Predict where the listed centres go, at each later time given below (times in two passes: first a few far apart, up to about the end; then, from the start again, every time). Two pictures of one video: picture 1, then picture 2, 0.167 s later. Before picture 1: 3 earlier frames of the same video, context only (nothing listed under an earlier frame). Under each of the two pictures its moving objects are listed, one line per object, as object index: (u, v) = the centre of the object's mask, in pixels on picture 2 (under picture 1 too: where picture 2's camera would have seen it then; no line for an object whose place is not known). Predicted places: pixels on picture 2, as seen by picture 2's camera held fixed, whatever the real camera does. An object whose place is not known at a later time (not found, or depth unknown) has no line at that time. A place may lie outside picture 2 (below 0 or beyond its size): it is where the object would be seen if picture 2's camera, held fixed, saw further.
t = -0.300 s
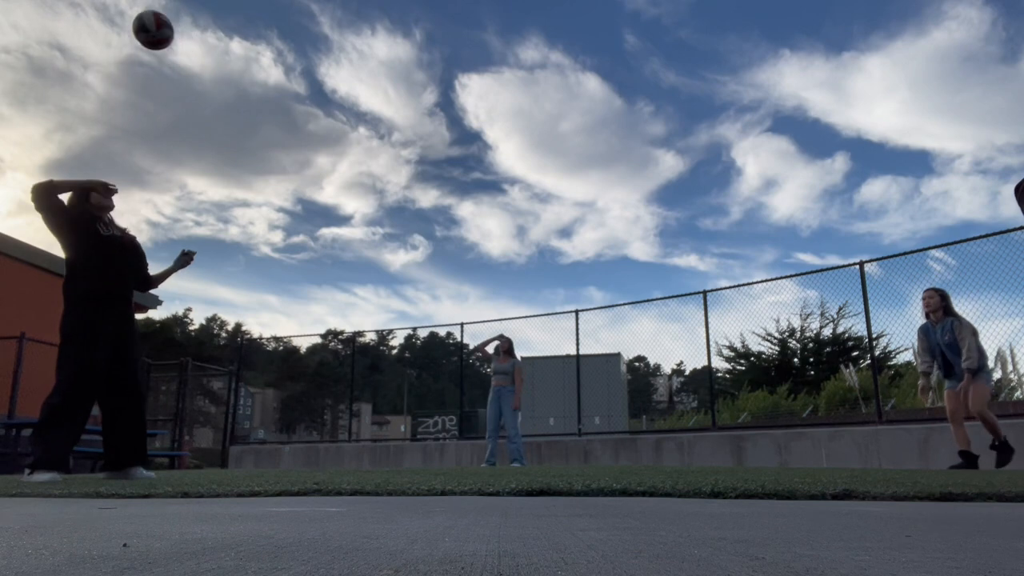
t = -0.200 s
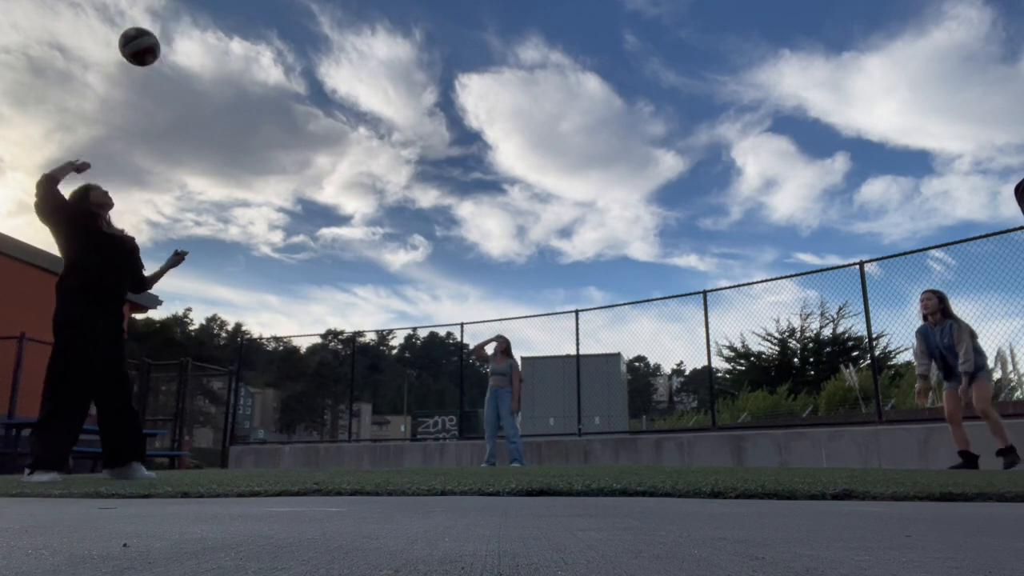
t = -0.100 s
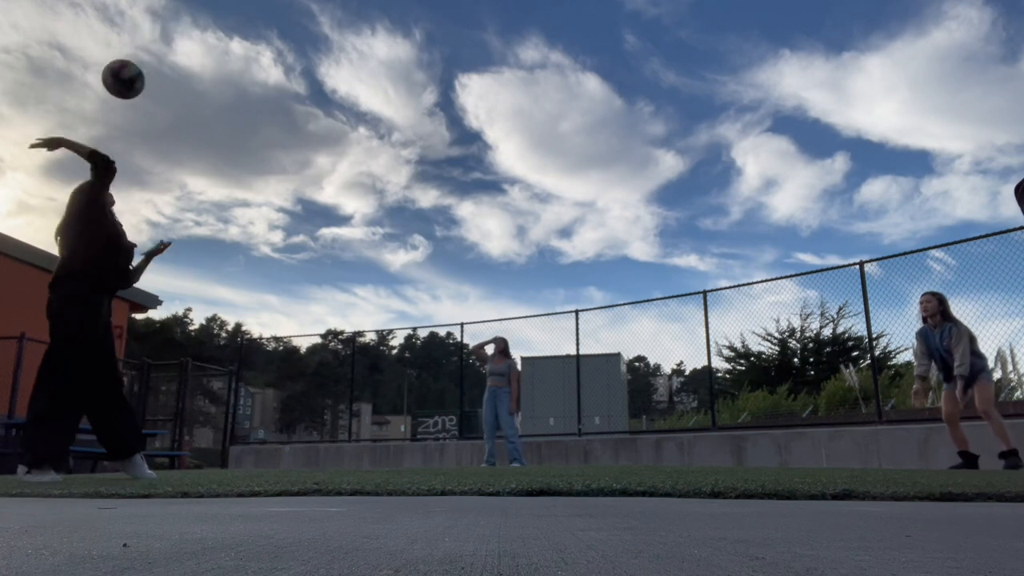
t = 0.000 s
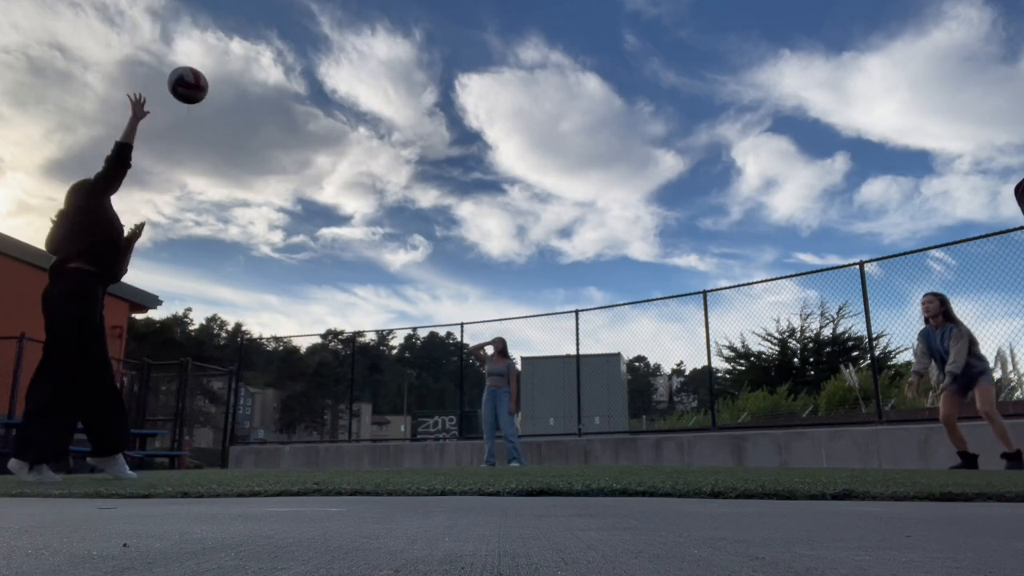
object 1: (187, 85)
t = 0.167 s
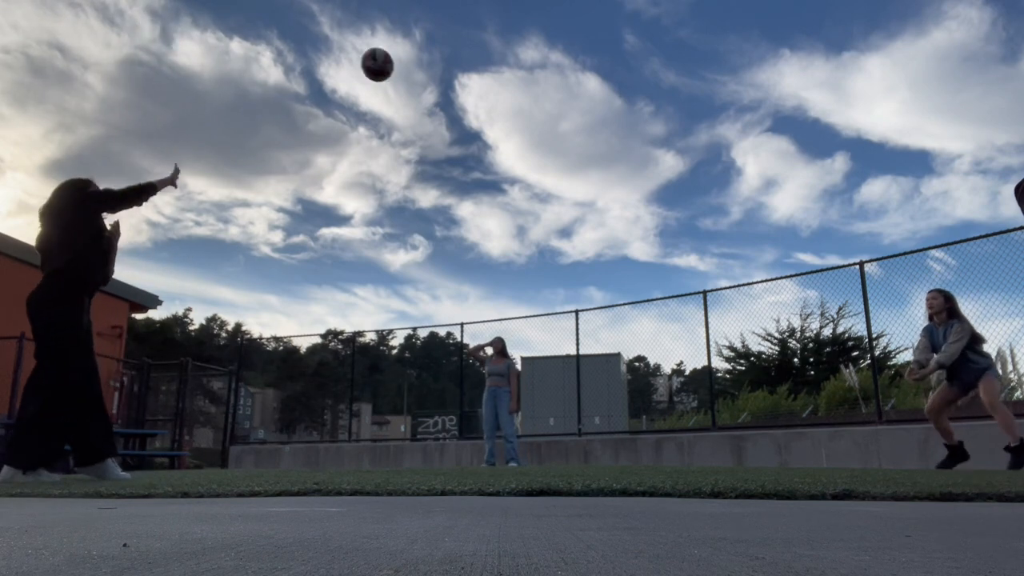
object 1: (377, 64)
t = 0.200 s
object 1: (409, 65)
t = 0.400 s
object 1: (572, 95)
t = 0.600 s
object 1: (706, 163)
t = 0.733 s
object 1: (786, 226)
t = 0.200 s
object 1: (409, 65)
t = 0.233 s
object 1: (439, 67)
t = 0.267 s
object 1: (468, 70)
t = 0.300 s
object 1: (495, 75)
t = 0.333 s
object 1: (522, 80)
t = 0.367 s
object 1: (547, 87)
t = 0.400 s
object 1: (572, 95)
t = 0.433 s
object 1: (596, 104)
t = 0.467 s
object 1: (619, 113)
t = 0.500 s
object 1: (642, 124)
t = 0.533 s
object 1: (663, 136)
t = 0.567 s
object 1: (685, 149)
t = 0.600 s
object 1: (706, 163)
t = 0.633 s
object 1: (727, 177)
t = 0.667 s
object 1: (747, 193)
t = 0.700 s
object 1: (766, 209)
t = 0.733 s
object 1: (786, 226)
